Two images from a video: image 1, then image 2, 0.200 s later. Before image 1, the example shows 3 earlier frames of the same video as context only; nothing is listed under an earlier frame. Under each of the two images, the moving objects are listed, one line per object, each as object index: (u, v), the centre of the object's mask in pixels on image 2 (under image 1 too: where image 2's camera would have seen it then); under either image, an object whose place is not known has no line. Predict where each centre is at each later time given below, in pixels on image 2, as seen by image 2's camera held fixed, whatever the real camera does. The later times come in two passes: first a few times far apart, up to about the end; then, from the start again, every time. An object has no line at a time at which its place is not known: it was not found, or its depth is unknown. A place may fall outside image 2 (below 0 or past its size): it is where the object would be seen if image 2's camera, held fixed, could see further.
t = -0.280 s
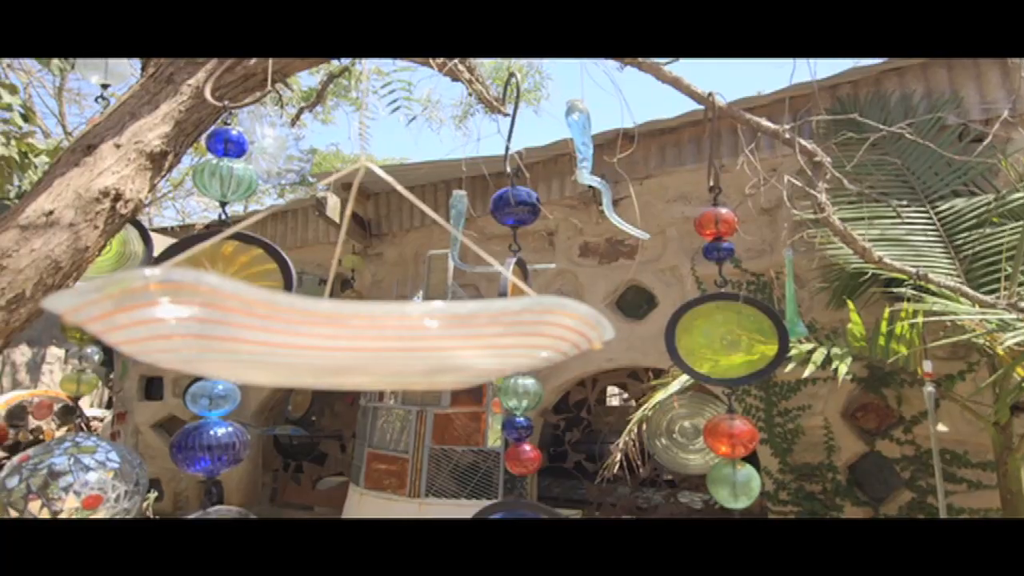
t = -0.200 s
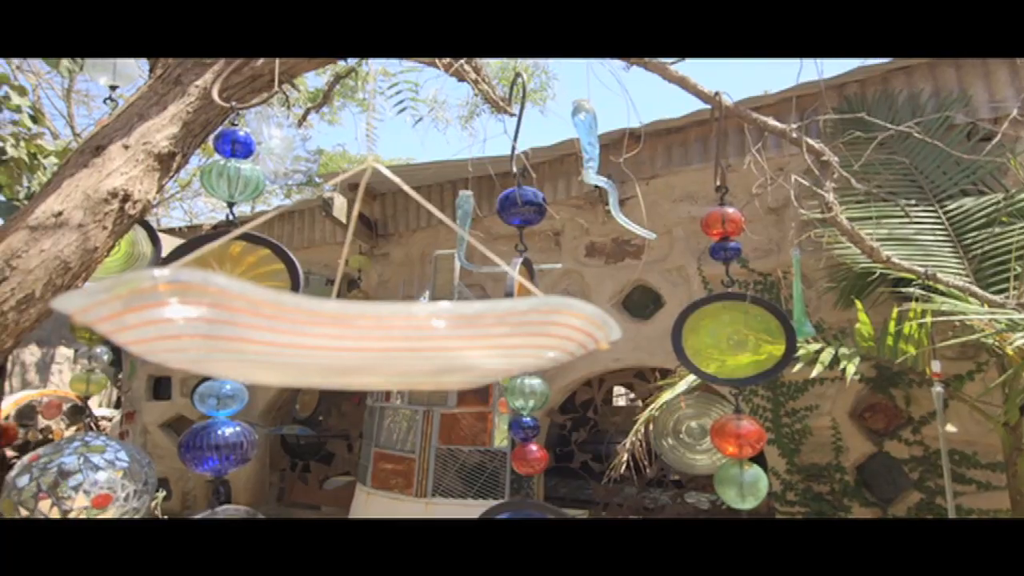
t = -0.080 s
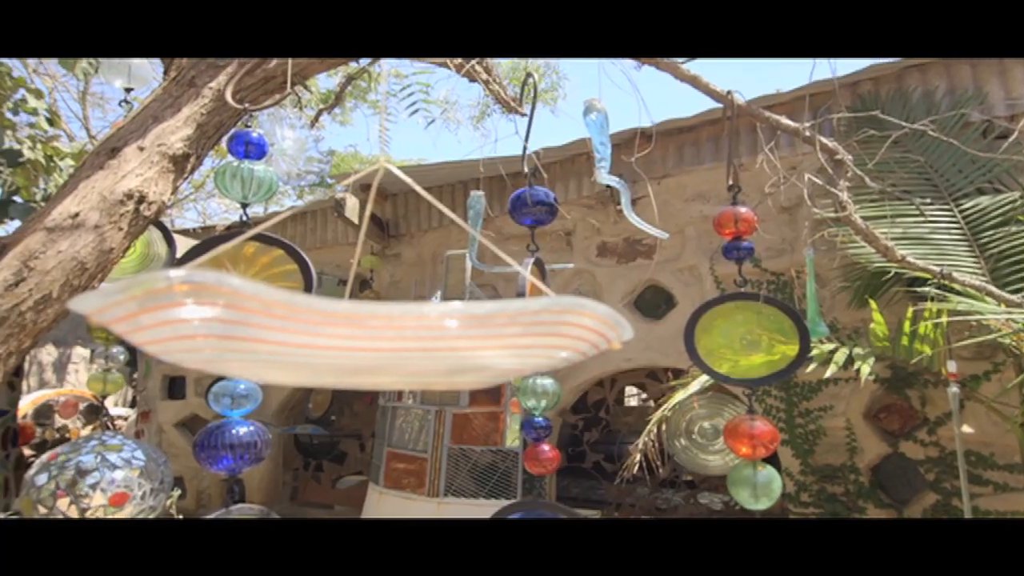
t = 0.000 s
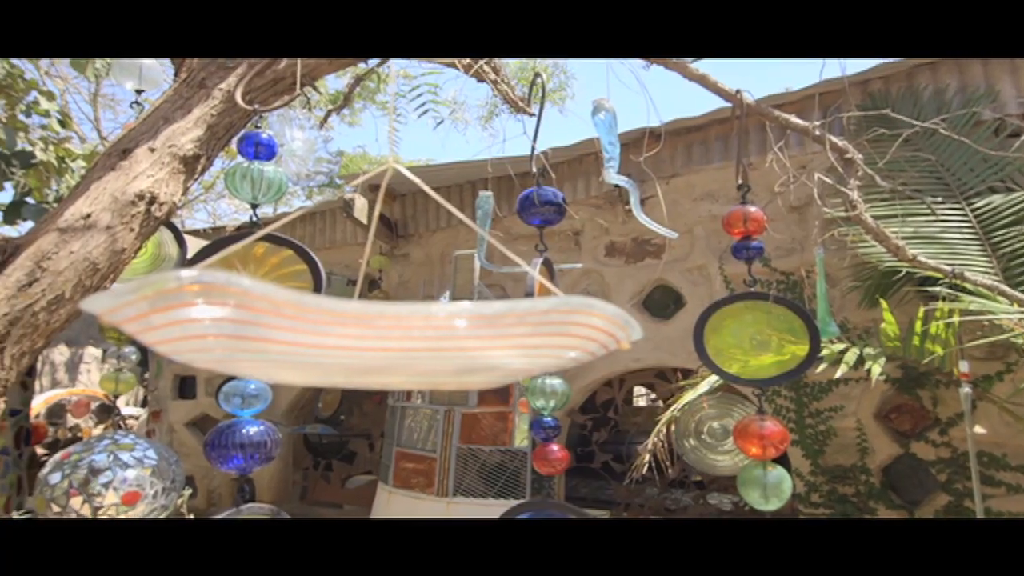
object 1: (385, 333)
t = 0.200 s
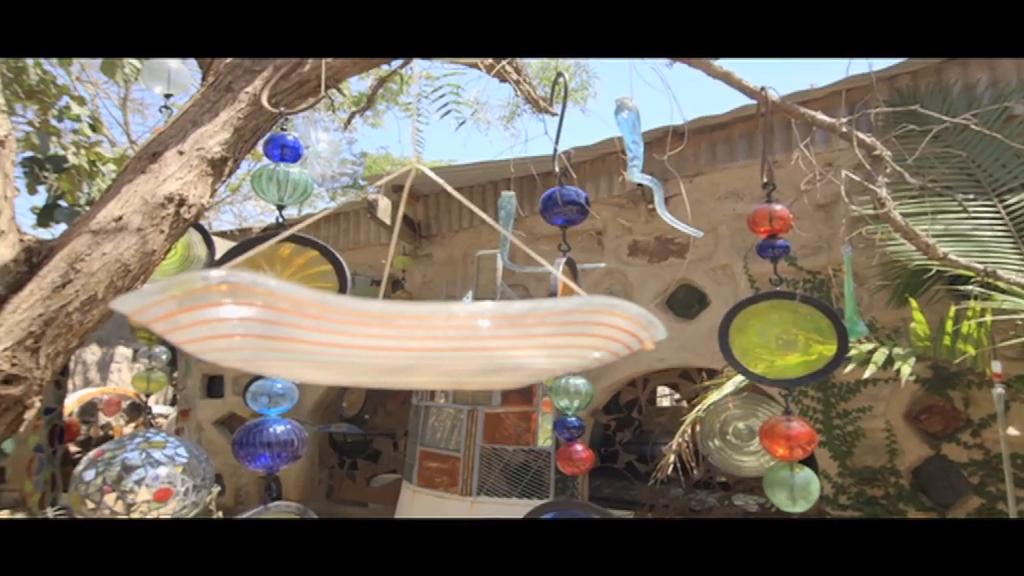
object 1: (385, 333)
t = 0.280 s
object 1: (385, 333)
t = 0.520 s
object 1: (387, 333)
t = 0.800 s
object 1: (389, 333)
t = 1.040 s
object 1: (393, 333)
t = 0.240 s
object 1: (385, 333)
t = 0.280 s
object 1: (385, 333)
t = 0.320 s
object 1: (385, 333)
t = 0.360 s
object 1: (386, 333)
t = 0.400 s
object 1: (386, 333)
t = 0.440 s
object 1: (386, 333)
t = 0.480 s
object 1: (386, 333)
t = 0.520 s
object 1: (387, 333)
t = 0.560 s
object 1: (387, 333)
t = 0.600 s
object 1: (387, 333)
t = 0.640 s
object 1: (388, 333)
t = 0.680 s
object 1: (388, 333)
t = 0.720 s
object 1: (388, 333)
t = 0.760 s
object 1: (389, 333)
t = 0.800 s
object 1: (389, 333)
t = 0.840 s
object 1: (390, 333)
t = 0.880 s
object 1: (390, 333)
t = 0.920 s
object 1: (391, 333)
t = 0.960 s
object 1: (392, 333)
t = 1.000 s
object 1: (392, 333)
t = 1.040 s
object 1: (393, 333)
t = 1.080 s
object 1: (394, 333)
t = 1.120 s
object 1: (395, 333)
